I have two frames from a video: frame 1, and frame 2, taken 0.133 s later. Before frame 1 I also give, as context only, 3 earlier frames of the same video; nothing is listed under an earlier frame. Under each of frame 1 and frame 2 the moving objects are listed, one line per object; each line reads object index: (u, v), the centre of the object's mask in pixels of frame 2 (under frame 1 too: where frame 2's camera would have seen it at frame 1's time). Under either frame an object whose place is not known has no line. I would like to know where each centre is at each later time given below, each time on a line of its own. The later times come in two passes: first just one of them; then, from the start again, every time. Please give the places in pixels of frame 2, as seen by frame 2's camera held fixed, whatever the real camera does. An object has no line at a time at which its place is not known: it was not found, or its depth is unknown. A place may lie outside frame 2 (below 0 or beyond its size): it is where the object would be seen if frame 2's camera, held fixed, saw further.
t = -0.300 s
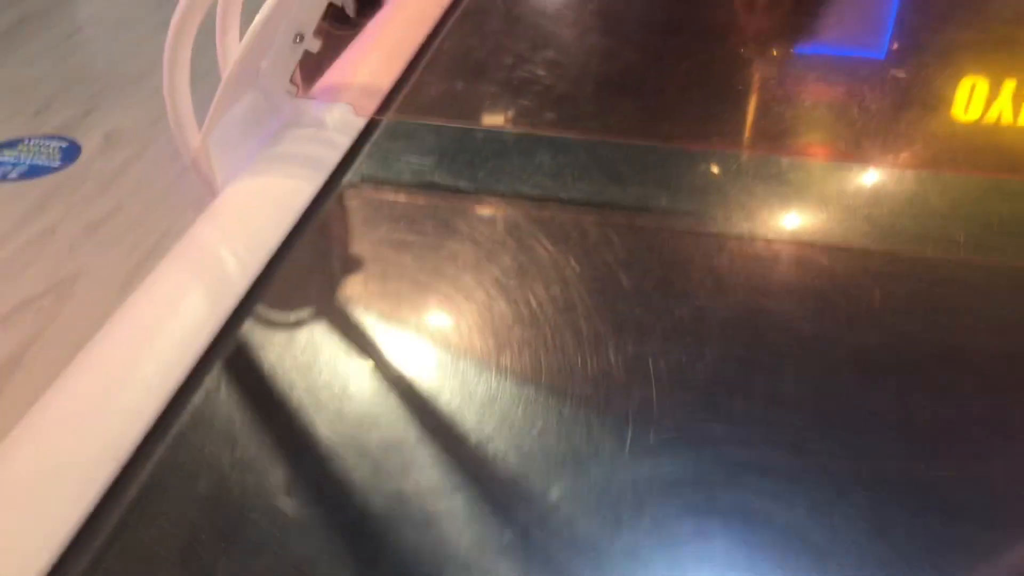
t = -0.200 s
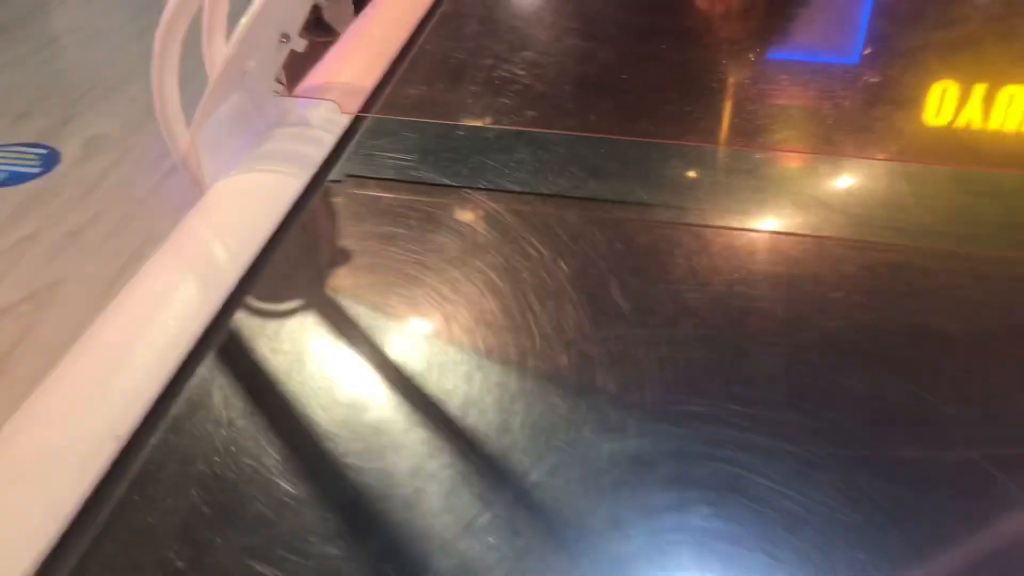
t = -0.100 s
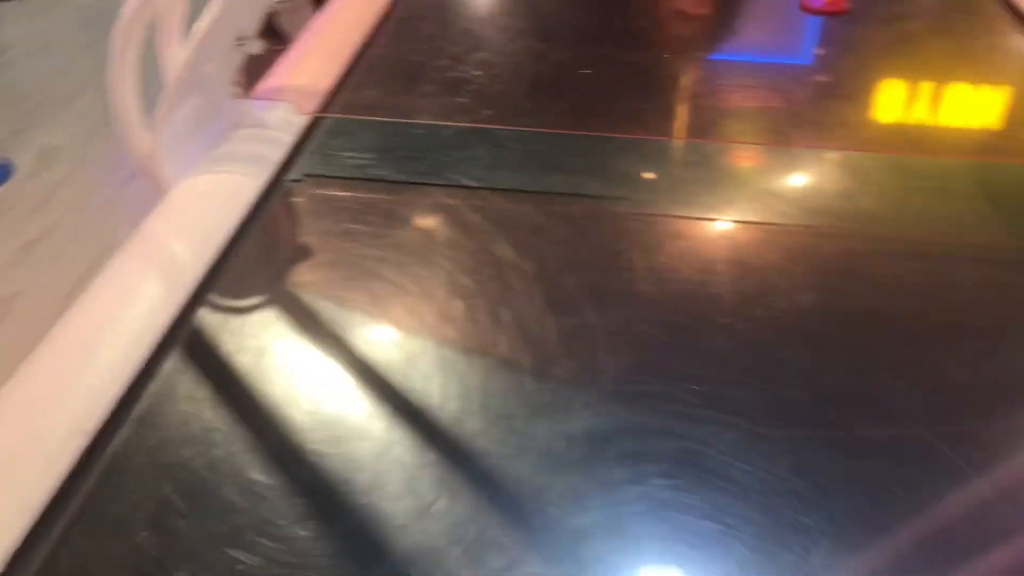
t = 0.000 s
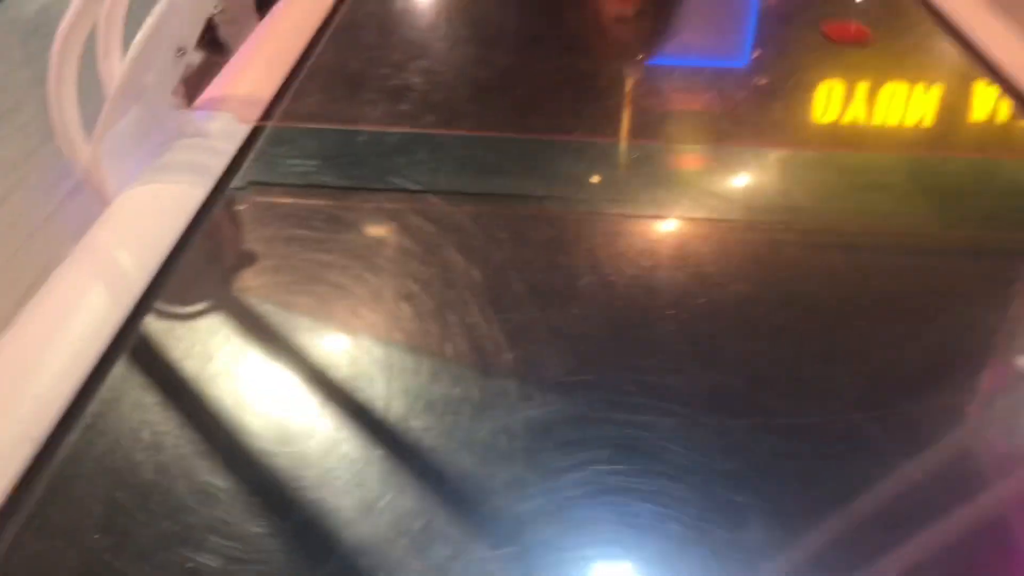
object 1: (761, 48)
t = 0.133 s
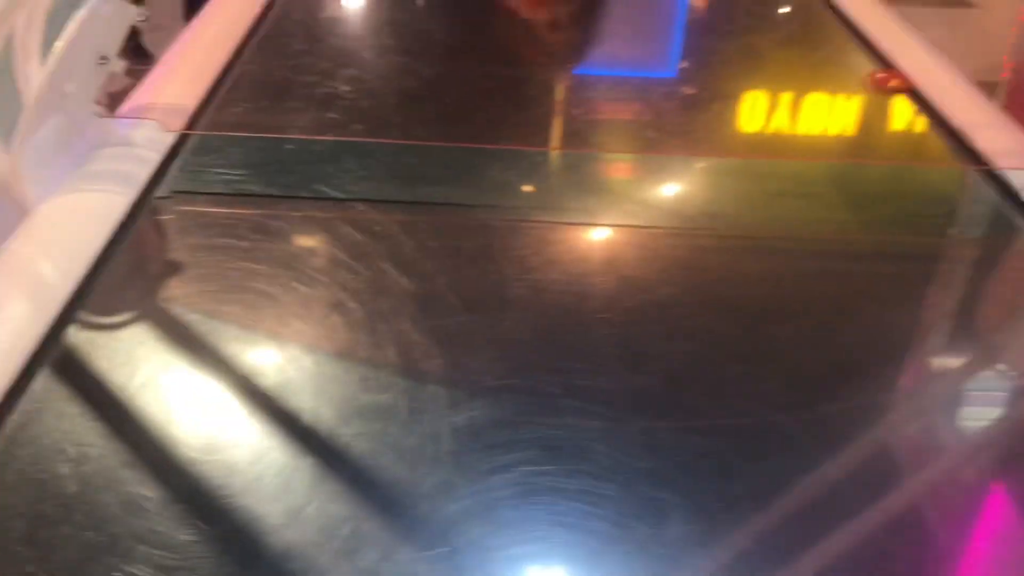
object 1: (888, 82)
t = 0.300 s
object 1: (813, 115)
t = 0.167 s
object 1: (881, 88)
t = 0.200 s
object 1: (866, 93)
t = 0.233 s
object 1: (852, 100)
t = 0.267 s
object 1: (831, 106)
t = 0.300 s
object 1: (813, 115)
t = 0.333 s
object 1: (795, 123)
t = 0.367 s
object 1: (776, 130)
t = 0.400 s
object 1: (757, 138)
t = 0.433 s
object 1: (736, 147)
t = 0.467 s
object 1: (716, 155)
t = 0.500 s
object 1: (694, 164)
